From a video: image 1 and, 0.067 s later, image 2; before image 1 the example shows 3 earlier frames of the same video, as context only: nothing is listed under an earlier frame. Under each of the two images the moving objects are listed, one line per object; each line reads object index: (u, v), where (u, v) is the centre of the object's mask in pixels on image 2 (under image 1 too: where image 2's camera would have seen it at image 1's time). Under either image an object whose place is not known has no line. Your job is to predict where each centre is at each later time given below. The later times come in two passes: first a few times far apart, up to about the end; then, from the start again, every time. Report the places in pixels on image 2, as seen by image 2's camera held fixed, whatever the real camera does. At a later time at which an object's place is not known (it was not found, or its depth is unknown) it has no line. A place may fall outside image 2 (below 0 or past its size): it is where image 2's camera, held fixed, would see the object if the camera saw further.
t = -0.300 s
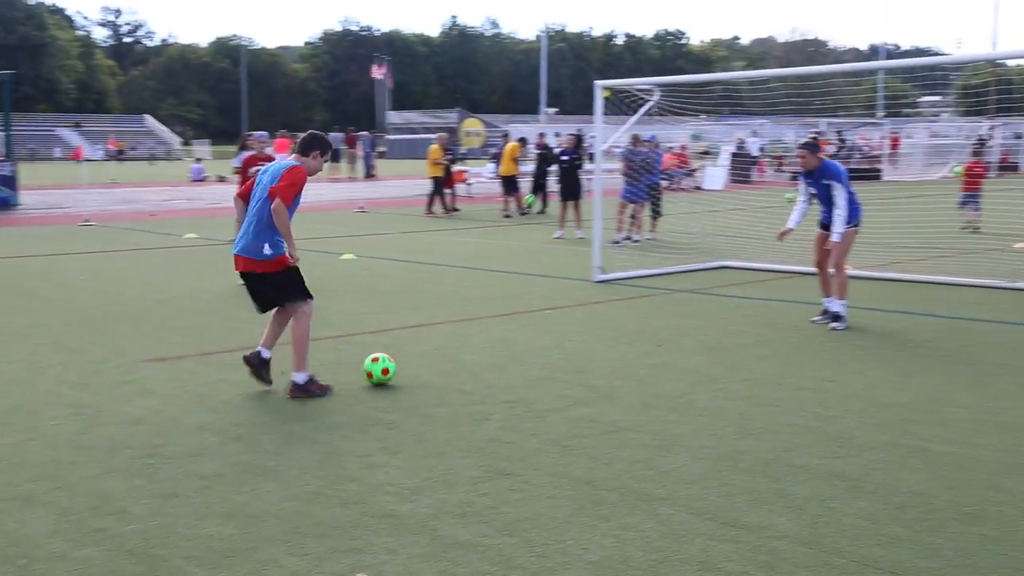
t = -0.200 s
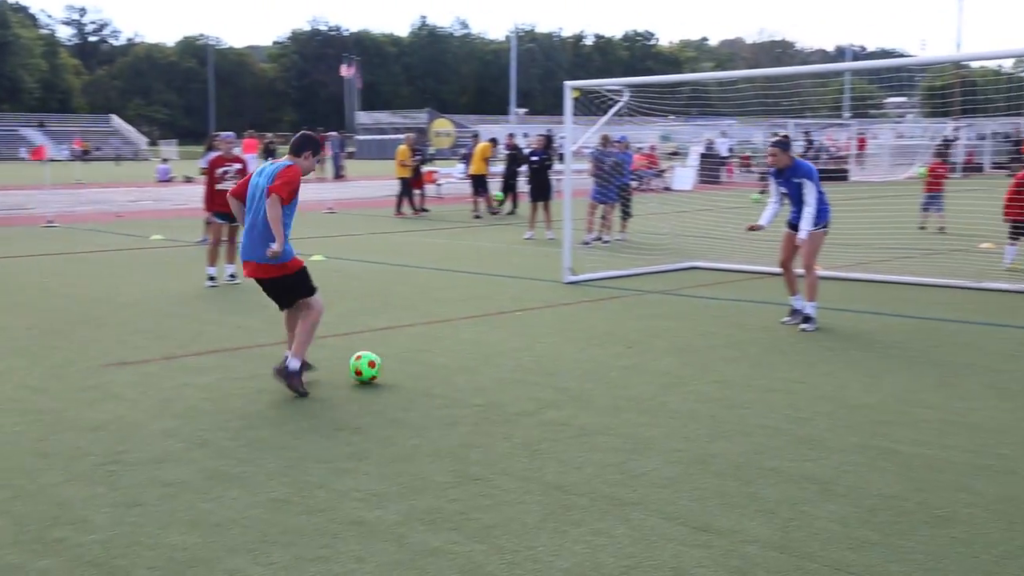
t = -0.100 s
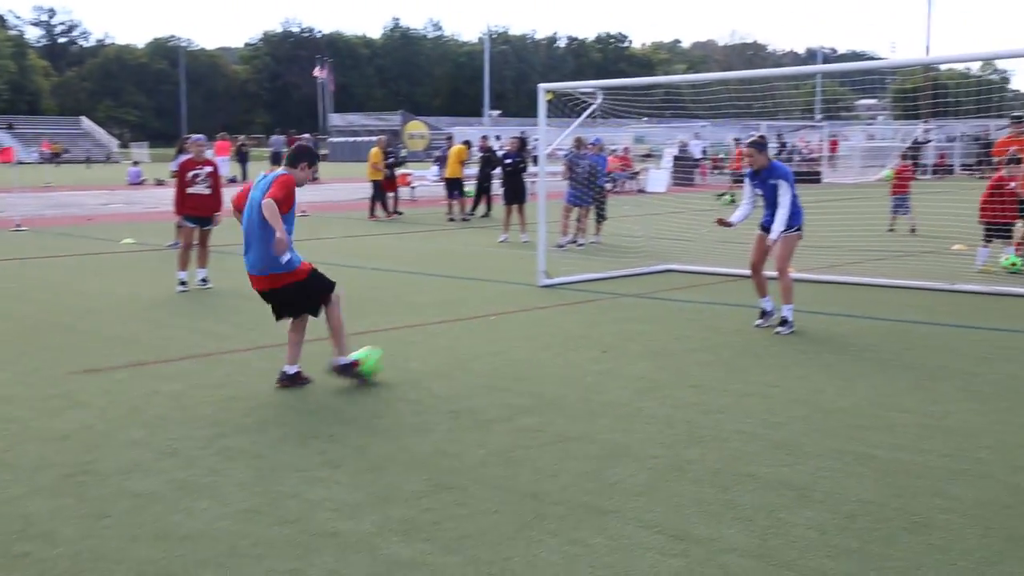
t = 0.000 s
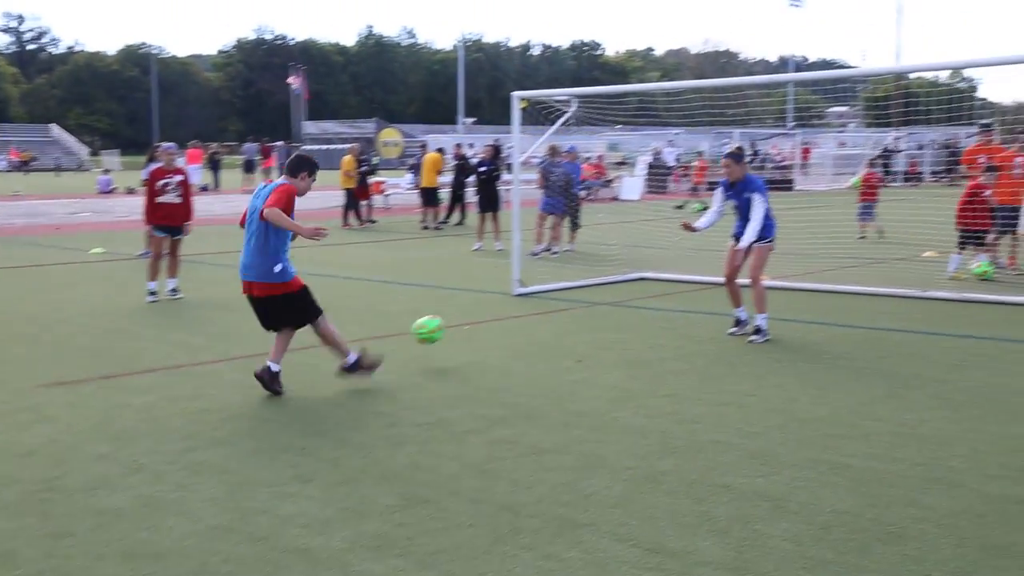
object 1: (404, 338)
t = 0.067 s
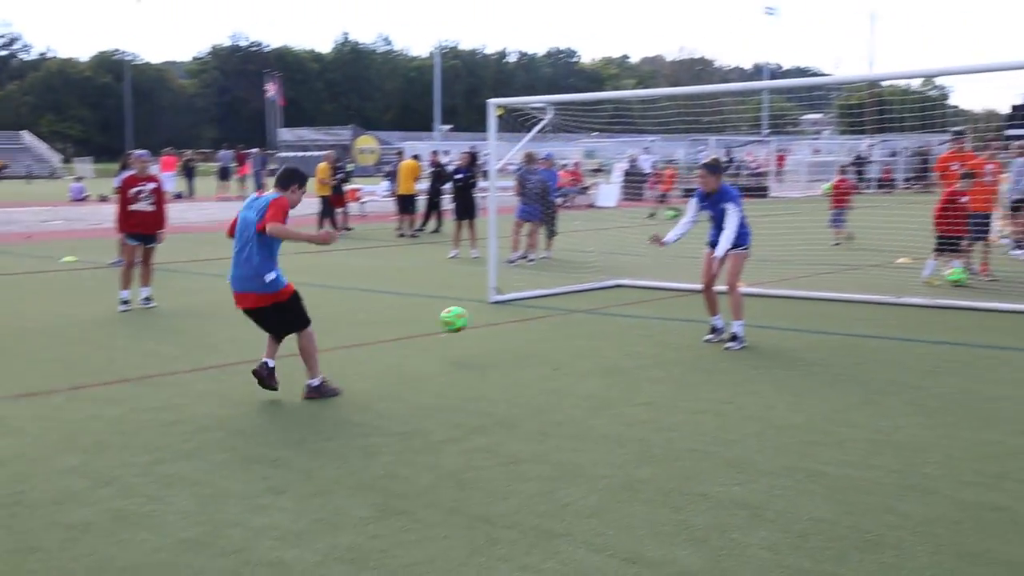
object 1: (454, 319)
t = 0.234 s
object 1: (548, 301)
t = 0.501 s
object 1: (632, 276)
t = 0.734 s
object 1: (645, 274)
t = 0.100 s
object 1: (475, 313)
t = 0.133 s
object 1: (496, 308)
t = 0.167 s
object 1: (515, 304)
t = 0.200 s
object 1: (532, 302)
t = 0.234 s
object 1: (548, 301)
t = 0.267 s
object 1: (563, 301)
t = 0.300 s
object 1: (576, 302)
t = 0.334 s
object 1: (589, 303)
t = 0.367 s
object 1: (598, 296)
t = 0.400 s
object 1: (607, 288)
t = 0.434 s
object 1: (617, 283)
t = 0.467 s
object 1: (625, 279)
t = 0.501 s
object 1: (632, 276)
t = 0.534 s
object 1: (639, 274)
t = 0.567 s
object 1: (648, 273)
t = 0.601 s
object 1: (652, 274)
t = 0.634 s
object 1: (651, 272)
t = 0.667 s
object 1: (649, 273)
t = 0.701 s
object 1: (647, 274)
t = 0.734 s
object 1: (645, 274)
